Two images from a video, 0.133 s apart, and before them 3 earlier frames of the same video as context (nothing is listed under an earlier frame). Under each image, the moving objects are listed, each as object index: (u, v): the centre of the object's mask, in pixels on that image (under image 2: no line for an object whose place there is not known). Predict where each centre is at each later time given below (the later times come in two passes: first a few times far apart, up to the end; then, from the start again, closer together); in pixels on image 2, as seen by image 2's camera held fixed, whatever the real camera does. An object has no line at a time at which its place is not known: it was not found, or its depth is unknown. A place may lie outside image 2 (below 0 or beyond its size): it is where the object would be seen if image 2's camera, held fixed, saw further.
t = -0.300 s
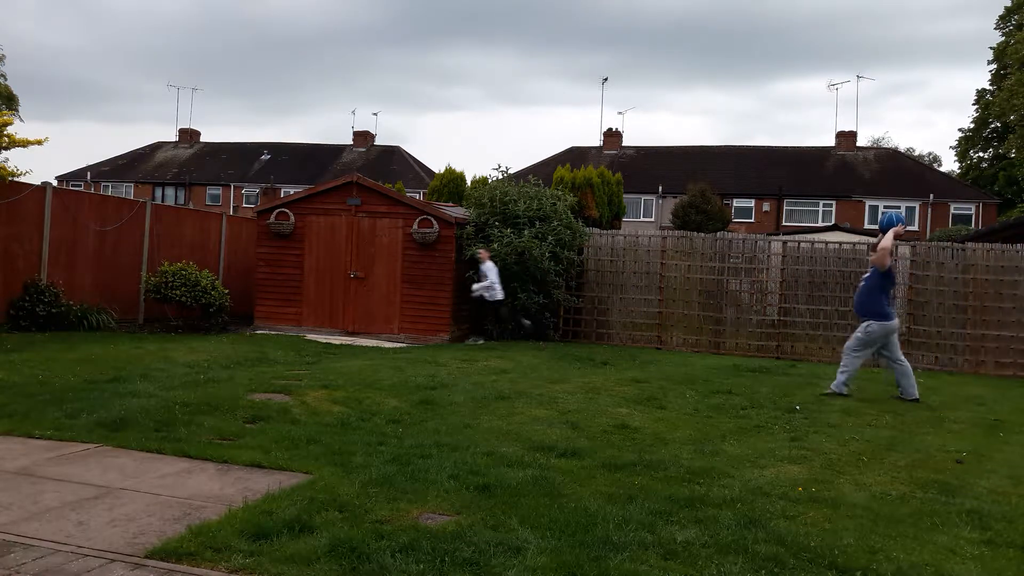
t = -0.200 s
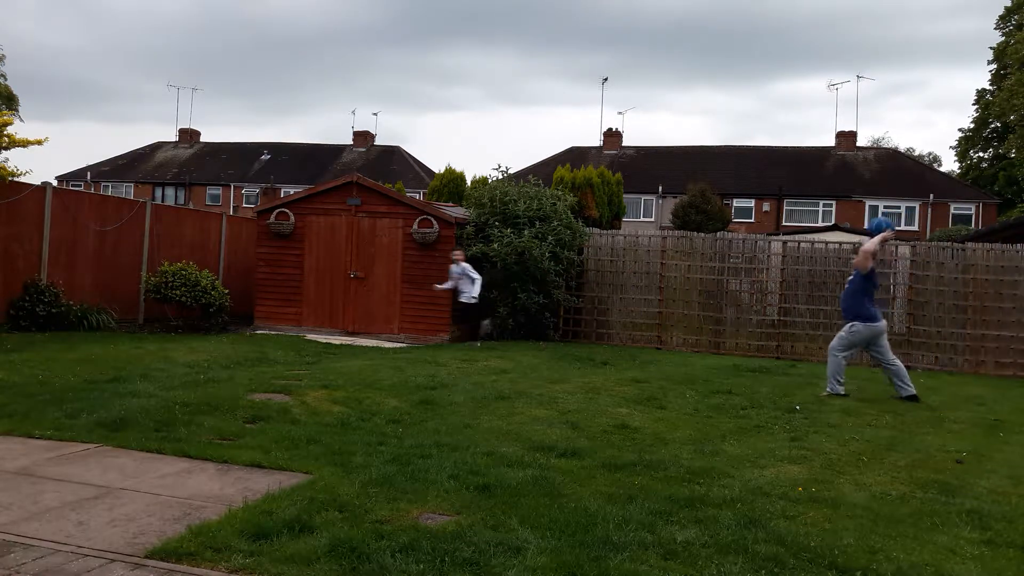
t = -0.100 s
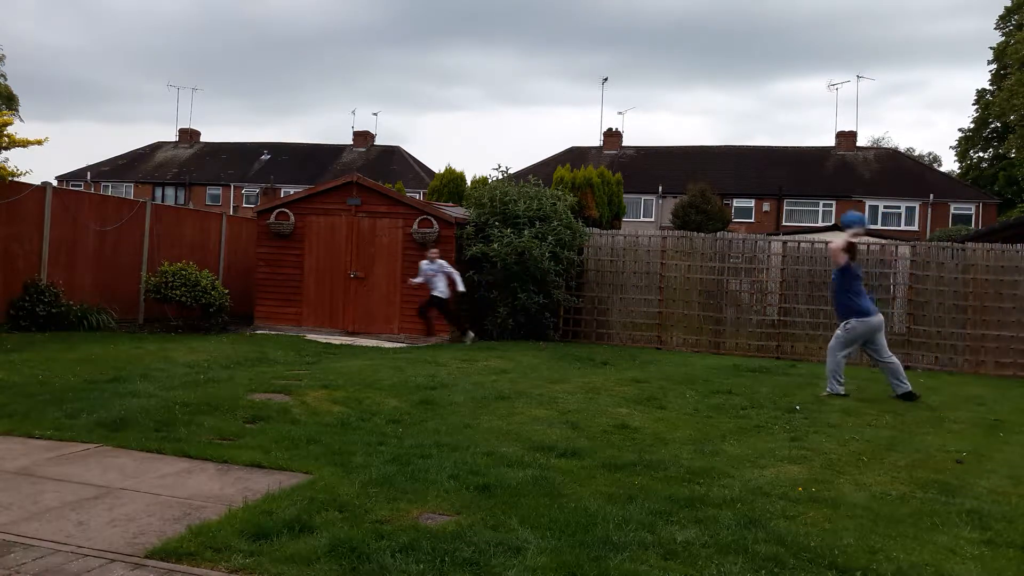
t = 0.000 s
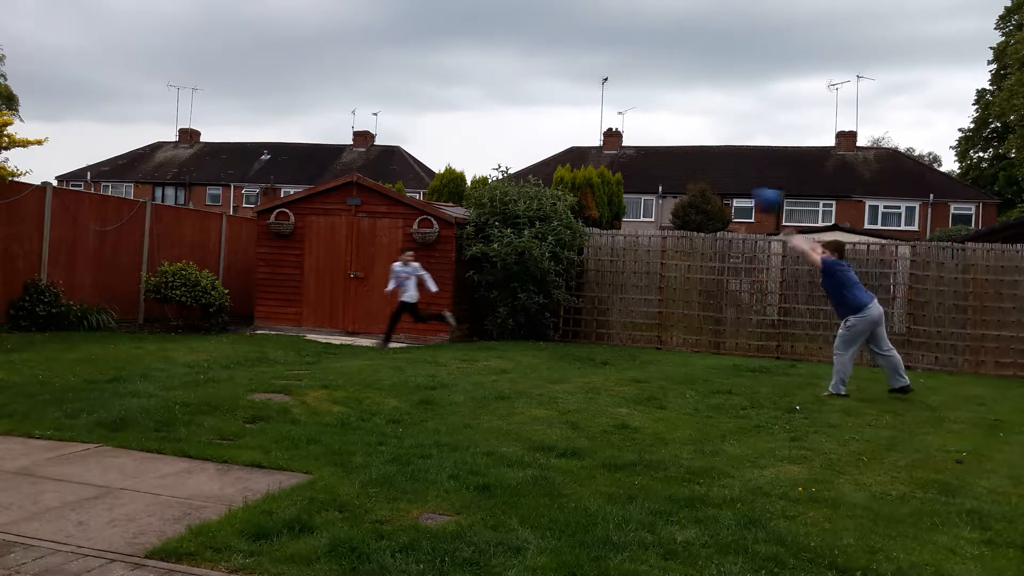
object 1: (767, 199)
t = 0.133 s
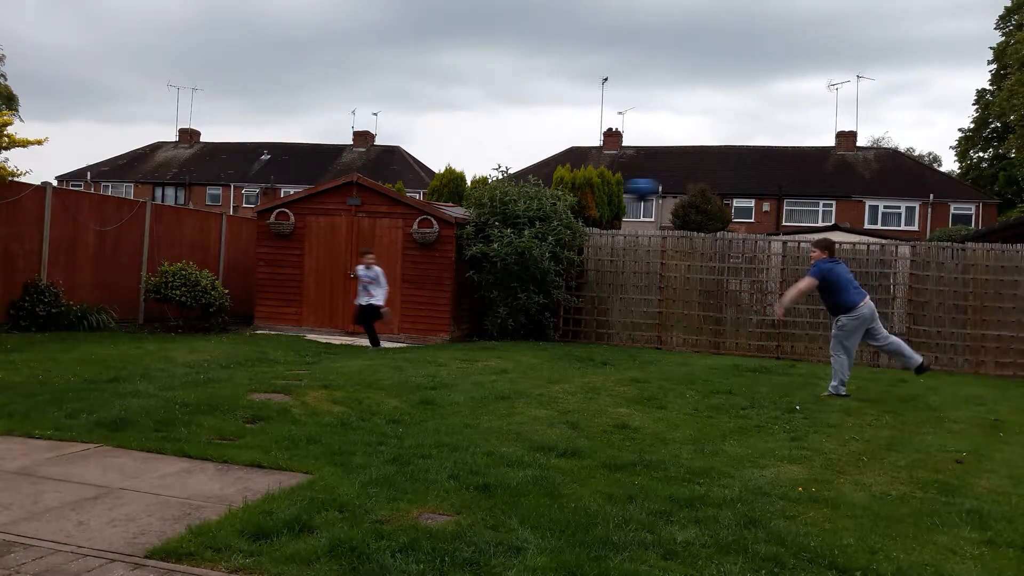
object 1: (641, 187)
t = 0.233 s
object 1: (558, 193)
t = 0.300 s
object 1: (505, 200)
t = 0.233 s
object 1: (558, 193)
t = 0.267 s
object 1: (532, 196)
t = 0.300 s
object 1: (505, 200)
